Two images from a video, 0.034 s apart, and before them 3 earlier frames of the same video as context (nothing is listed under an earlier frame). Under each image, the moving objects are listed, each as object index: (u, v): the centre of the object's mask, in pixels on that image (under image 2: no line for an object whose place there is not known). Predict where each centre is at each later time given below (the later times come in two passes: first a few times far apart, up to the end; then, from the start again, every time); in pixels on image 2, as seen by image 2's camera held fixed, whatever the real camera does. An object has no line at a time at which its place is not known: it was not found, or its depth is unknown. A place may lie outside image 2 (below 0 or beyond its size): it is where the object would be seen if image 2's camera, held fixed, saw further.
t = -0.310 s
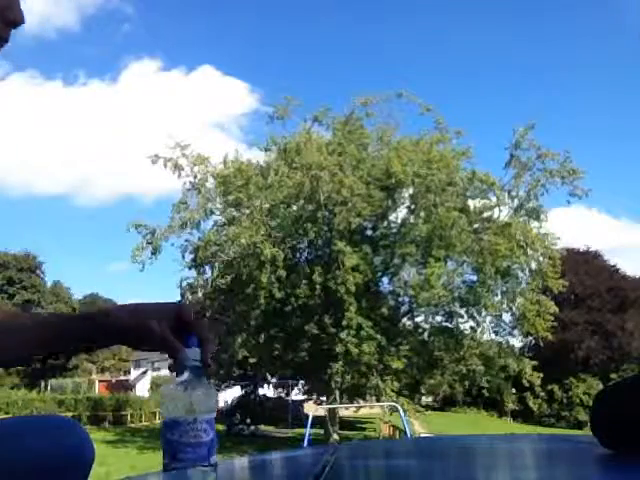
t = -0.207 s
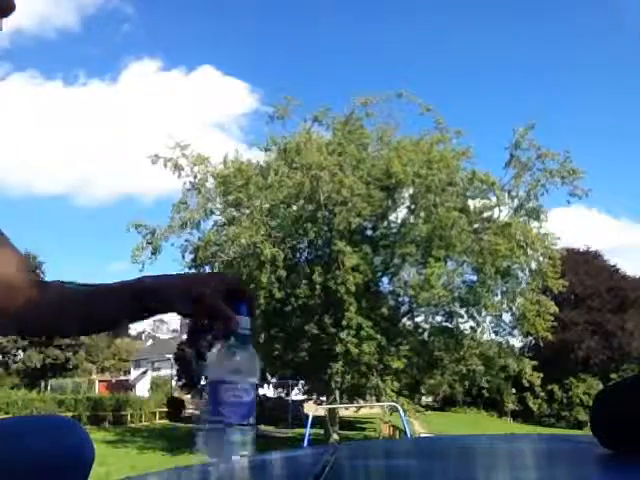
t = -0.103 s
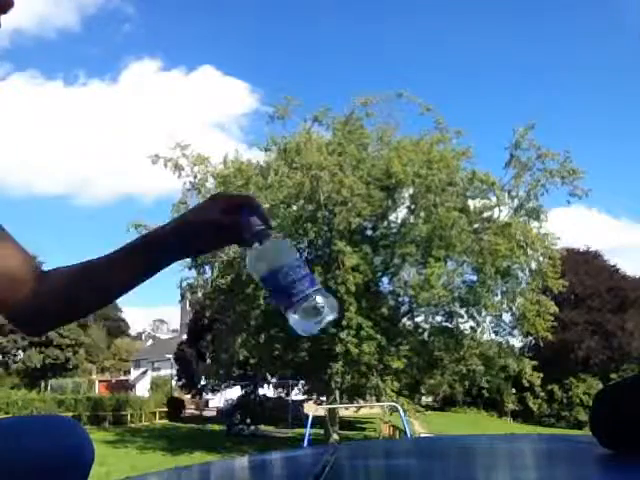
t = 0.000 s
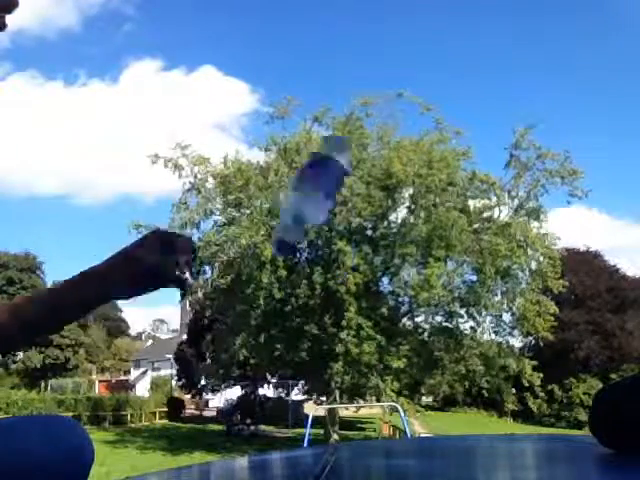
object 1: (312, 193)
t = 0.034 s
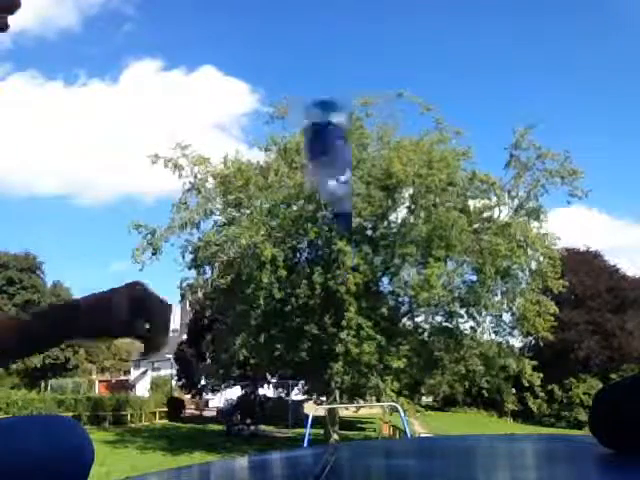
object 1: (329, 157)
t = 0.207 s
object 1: (363, 130)
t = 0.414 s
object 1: (425, 406)
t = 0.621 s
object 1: (425, 450)
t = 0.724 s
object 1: (425, 451)
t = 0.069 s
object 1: (339, 136)
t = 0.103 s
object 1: (344, 124)
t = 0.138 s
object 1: (350, 118)
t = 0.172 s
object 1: (360, 119)
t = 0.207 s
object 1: (363, 130)
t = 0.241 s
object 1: (370, 148)
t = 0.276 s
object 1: (376, 181)
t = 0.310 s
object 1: (388, 220)
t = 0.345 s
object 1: (398, 264)
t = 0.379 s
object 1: (411, 328)
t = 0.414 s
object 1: (425, 406)
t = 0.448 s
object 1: (428, 446)
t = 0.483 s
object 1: (422, 443)
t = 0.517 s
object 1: (424, 447)
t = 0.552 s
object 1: (425, 449)
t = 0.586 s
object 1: (425, 450)
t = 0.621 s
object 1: (425, 450)
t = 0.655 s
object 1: (426, 451)
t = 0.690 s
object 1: (424, 451)
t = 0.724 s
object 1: (425, 451)
